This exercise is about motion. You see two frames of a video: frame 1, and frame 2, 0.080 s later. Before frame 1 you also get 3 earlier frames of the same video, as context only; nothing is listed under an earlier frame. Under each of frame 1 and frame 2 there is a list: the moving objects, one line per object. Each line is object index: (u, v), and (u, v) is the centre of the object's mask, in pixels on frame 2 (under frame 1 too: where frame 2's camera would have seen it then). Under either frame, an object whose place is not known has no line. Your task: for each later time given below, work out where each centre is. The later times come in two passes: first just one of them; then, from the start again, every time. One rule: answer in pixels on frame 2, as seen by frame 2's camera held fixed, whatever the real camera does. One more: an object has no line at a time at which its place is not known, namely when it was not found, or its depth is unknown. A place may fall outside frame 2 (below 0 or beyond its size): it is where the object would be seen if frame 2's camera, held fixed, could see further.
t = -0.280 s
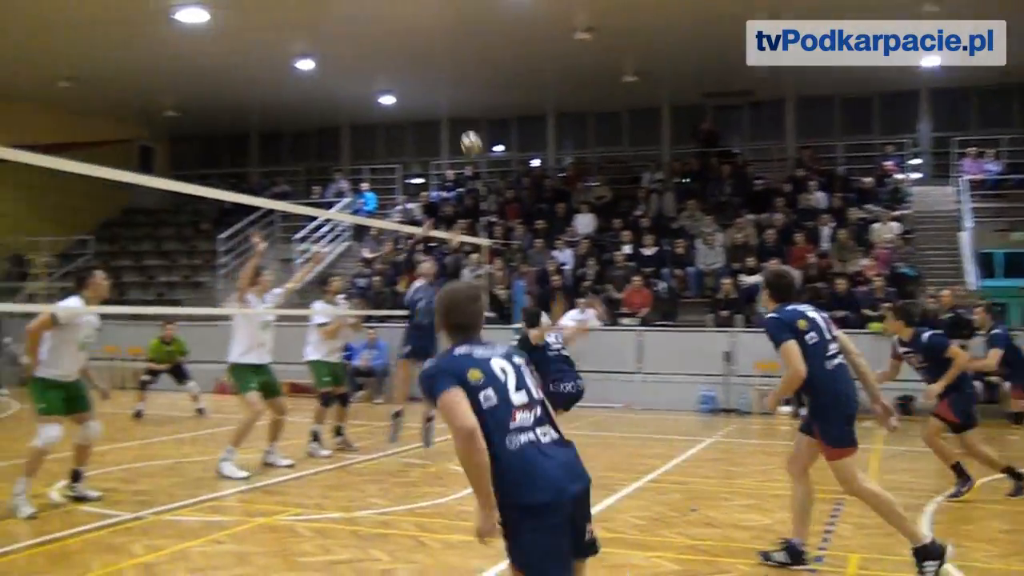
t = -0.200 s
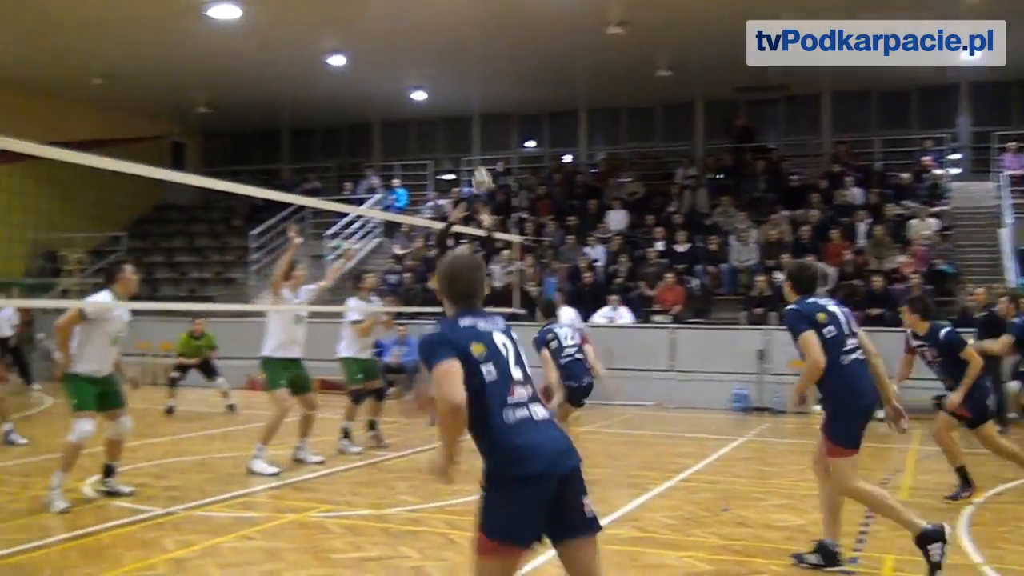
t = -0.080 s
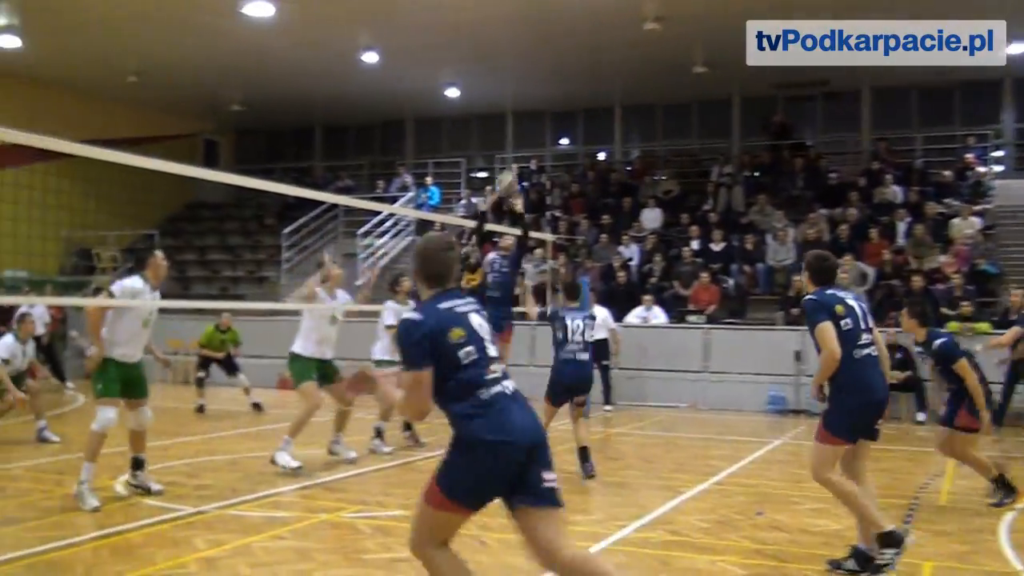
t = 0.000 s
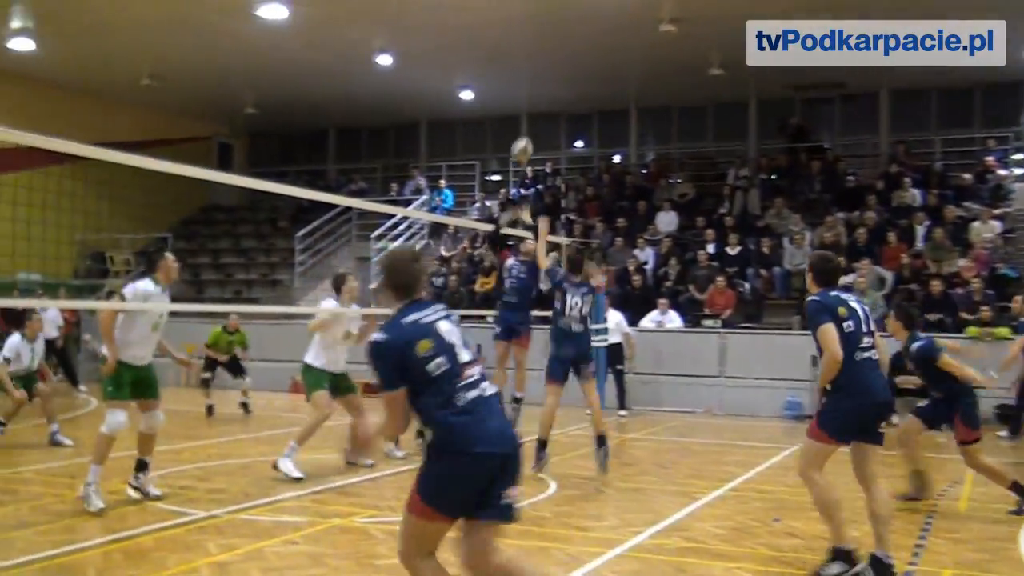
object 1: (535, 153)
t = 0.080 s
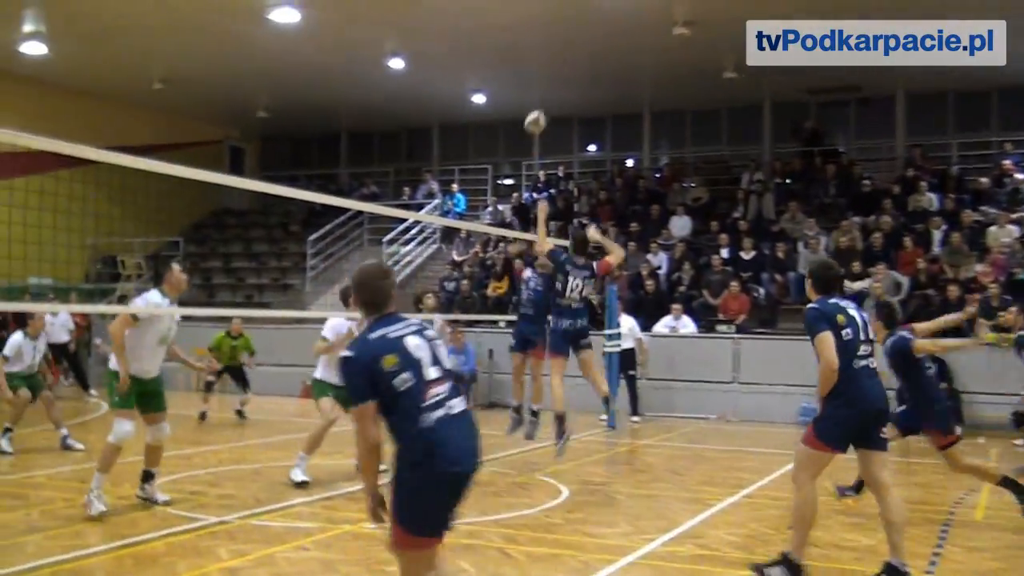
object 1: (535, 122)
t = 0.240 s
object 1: (537, 75)
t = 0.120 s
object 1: (535, 109)
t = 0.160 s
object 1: (536, 96)
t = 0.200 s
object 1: (537, 85)
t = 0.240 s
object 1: (537, 75)
